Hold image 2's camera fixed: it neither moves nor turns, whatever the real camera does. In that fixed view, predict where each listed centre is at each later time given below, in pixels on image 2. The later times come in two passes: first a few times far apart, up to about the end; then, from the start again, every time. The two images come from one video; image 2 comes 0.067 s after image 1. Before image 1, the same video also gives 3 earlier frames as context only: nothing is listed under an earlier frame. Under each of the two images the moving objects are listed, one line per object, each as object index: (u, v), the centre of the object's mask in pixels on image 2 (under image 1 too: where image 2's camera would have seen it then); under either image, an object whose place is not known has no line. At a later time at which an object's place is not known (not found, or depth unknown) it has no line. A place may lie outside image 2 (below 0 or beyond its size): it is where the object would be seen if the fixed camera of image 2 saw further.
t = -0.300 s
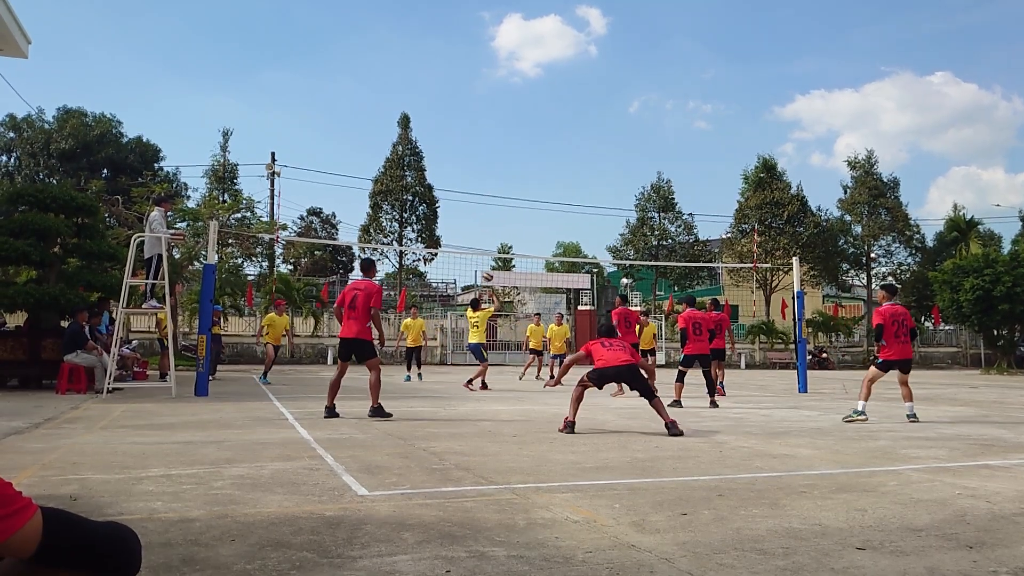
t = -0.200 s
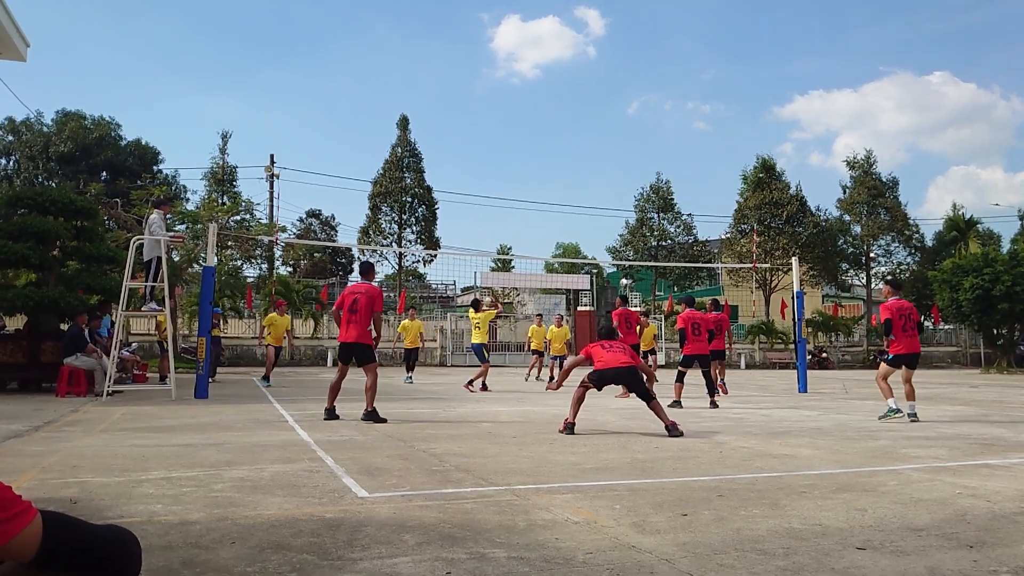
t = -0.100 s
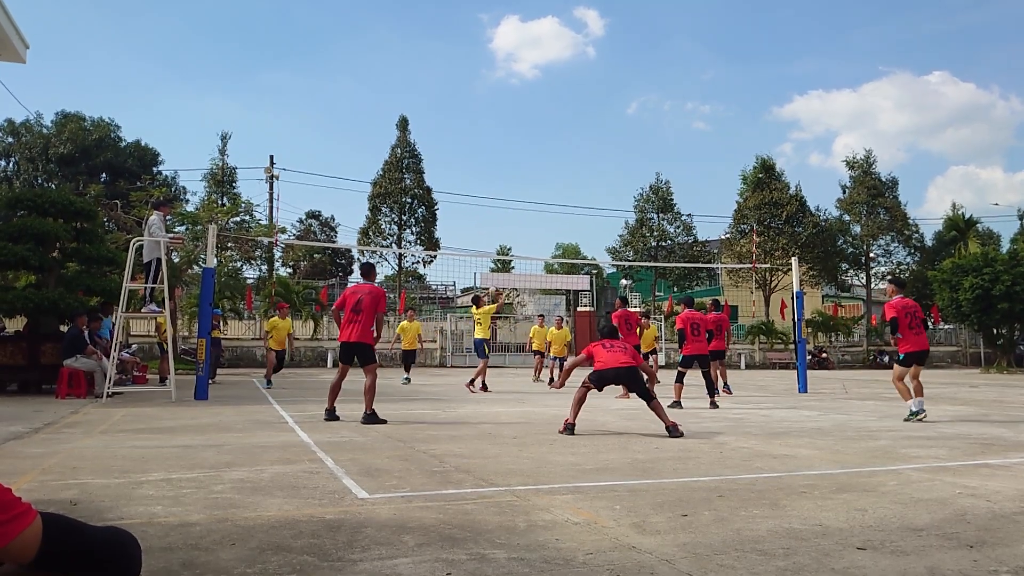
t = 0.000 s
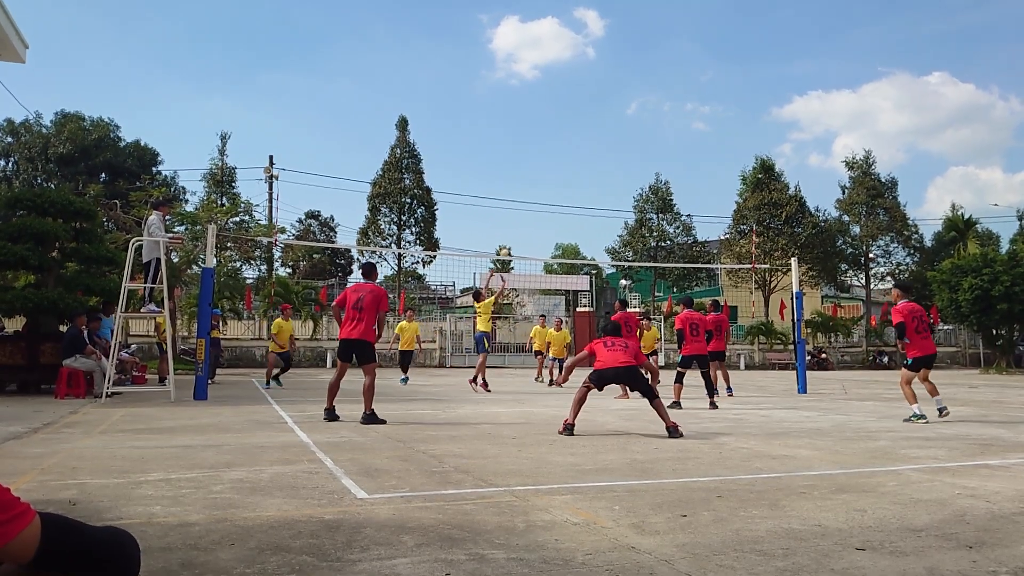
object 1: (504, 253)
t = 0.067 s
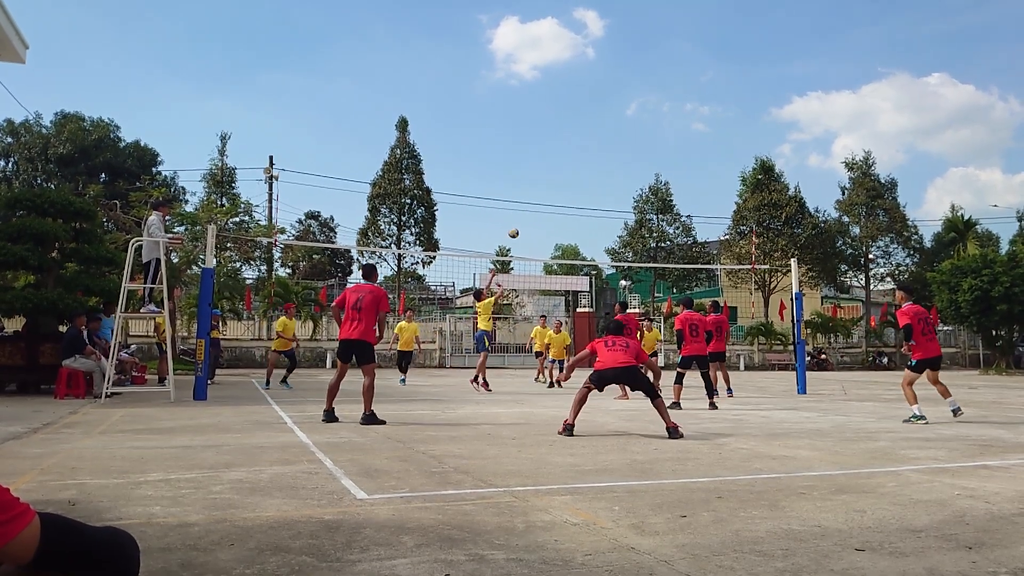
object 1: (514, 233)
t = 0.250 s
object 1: (534, 187)
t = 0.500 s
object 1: (560, 152)
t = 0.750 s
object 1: (585, 148)
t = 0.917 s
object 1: (602, 162)
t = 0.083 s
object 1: (516, 228)
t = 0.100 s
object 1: (517, 223)
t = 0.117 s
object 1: (519, 219)
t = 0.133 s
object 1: (521, 214)
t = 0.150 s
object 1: (523, 210)
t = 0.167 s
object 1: (525, 206)
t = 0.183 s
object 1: (527, 201)
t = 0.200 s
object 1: (529, 197)
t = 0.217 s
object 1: (531, 193)
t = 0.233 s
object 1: (532, 190)
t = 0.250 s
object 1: (534, 187)
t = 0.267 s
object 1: (536, 183)
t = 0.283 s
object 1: (538, 180)
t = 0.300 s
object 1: (540, 177)
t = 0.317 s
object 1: (541, 174)
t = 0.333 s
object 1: (543, 171)
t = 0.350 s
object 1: (545, 169)
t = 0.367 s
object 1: (547, 166)
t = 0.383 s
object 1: (549, 164)
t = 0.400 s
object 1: (550, 162)
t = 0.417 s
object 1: (552, 160)
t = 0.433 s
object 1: (554, 158)
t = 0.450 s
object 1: (555, 156)
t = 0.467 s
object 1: (557, 154)
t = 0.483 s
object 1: (559, 153)
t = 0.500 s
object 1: (560, 152)
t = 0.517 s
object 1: (562, 150)
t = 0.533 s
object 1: (564, 149)
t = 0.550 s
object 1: (565, 149)
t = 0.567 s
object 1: (567, 148)
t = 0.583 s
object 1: (569, 147)
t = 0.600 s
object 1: (571, 147)
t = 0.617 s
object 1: (572, 146)
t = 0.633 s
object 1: (574, 146)
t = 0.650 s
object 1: (575, 146)
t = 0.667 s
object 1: (577, 146)
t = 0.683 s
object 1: (579, 146)
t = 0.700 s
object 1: (580, 147)
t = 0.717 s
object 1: (582, 147)
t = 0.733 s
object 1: (584, 147)
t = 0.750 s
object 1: (585, 148)
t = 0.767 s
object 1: (587, 149)
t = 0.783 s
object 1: (588, 150)
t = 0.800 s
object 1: (590, 151)
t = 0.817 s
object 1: (592, 152)
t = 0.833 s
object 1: (594, 154)
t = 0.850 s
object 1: (595, 155)
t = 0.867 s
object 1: (597, 157)
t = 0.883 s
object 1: (598, 159)
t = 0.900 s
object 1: (600, 160)
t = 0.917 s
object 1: (602, 162)
